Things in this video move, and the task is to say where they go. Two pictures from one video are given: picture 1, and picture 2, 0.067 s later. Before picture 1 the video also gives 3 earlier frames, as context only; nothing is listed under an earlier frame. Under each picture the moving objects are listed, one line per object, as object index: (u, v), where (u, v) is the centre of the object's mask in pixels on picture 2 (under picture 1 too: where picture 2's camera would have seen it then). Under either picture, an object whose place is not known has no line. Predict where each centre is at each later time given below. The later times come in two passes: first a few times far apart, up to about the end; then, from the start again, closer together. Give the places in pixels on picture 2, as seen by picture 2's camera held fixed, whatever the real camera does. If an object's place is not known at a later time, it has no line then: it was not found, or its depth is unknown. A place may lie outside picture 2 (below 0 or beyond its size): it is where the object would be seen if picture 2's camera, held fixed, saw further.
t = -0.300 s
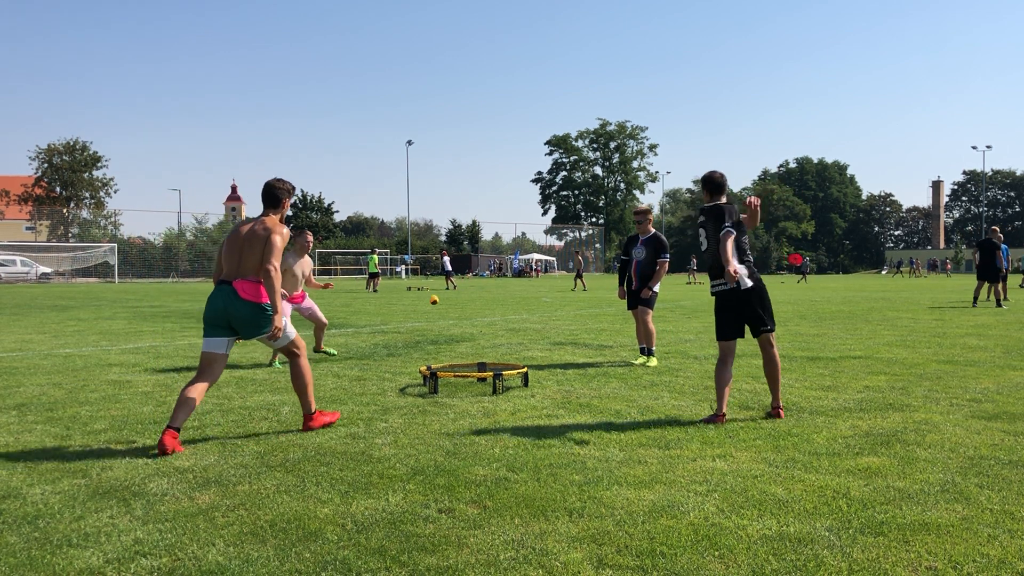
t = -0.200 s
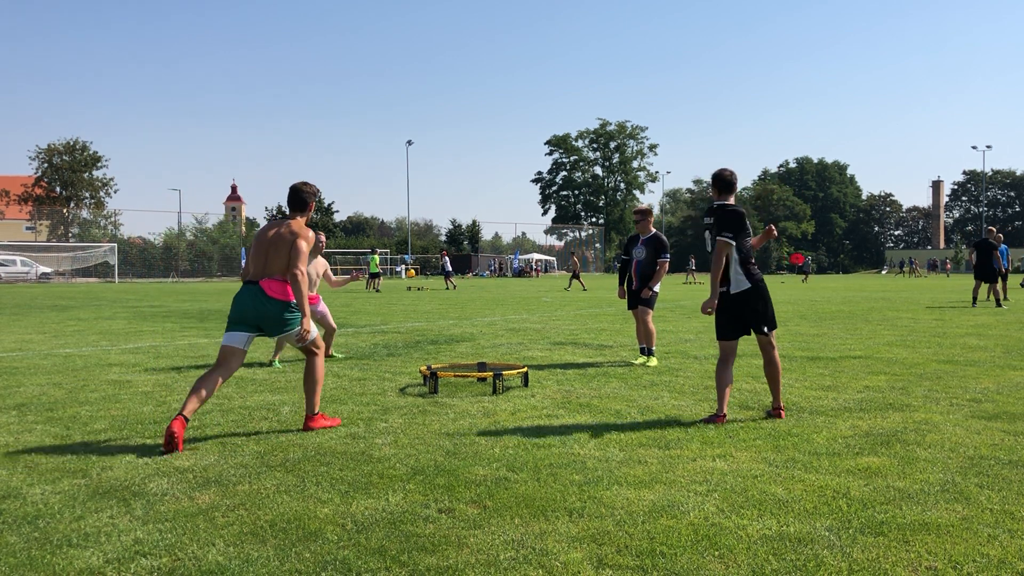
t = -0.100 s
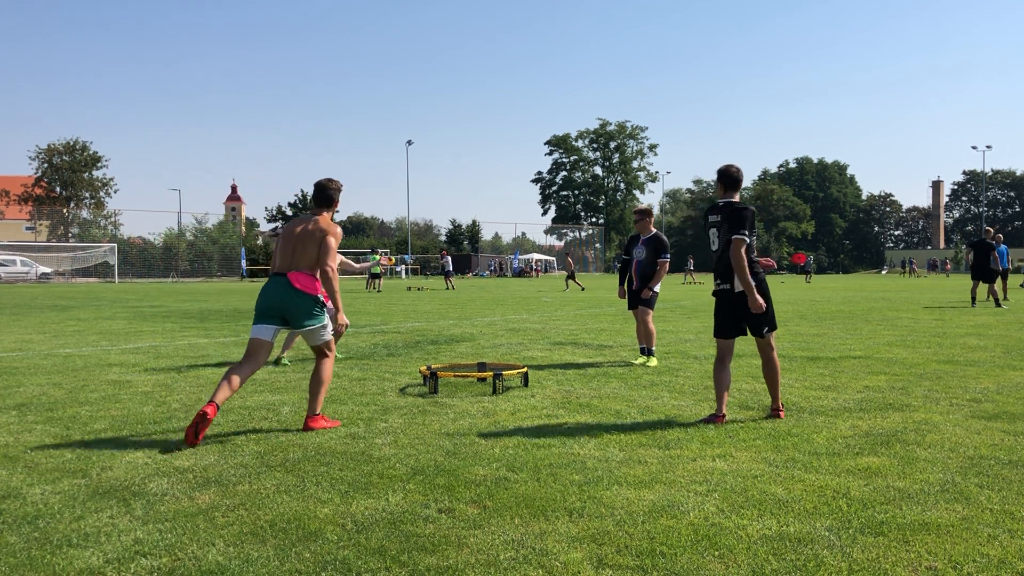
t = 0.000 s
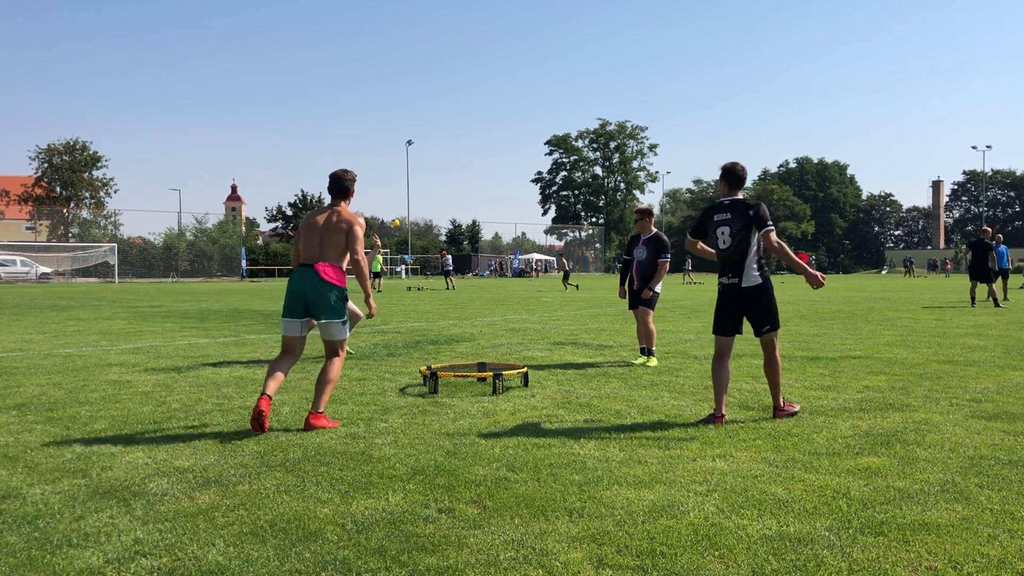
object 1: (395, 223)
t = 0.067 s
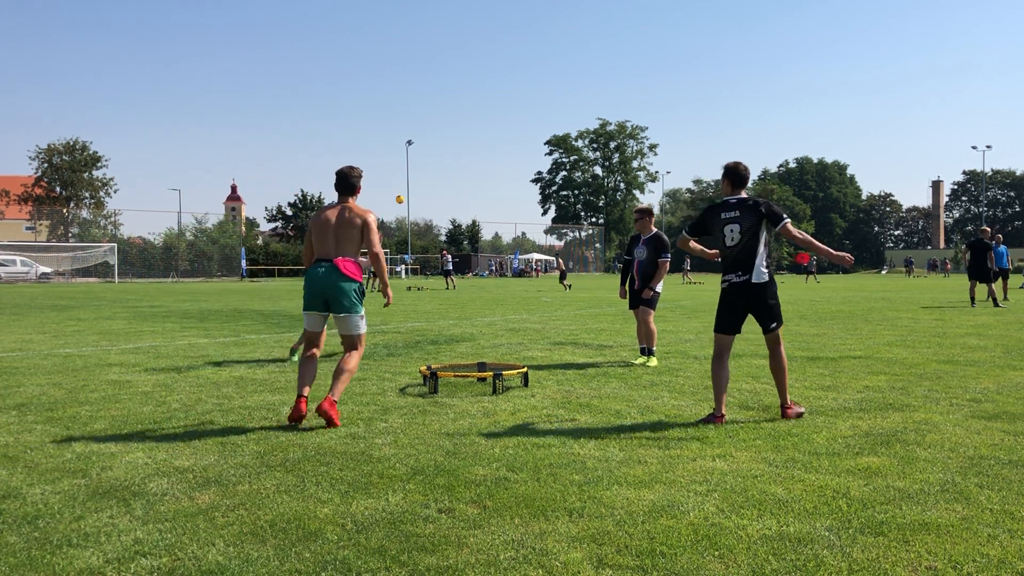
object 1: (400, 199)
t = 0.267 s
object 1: (415, 148)
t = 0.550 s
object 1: (440, 134)
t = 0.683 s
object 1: (453, 154)
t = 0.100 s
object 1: (402, 188)
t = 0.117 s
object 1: (403, 183)
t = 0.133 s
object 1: (405, 179)
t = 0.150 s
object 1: (406, 174)
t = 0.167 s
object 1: (407, 170)
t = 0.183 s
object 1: (409, 166)
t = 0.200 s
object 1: (410, 162)
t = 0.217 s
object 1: (411, 158)
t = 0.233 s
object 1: (412, 154)
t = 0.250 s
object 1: (413, 151)
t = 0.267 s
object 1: (415, 148)
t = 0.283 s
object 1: (416, 145)
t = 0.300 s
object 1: (418, 142)
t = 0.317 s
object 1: (419, 140)
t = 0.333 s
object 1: (421, 138)
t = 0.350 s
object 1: (422, 136)
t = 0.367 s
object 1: (424, 134)
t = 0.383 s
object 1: (425, 133)
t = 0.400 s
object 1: (427, 132)
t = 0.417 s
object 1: (428, 131)
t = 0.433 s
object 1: (429, 130)
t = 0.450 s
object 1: (431, 130)
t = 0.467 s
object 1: (433, 130)
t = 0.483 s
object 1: (434, 130)
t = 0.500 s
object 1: (436, 130)
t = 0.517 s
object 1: (437, 131)
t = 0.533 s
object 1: (439, 132)
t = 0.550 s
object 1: (440, 134)
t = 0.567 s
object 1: (442, 135)
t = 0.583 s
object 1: (443, 137)
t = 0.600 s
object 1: (445, 139)
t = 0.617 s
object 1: (447, 141)
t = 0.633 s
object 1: (448, 144)
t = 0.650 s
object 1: (450, 147)
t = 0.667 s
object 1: (452, 151)
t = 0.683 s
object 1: (453, 154)
